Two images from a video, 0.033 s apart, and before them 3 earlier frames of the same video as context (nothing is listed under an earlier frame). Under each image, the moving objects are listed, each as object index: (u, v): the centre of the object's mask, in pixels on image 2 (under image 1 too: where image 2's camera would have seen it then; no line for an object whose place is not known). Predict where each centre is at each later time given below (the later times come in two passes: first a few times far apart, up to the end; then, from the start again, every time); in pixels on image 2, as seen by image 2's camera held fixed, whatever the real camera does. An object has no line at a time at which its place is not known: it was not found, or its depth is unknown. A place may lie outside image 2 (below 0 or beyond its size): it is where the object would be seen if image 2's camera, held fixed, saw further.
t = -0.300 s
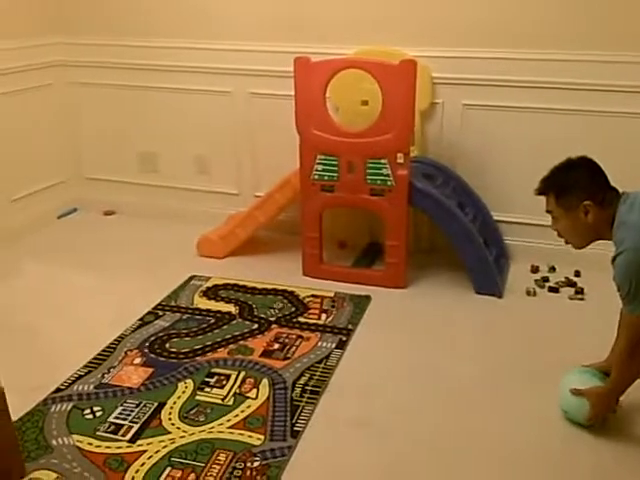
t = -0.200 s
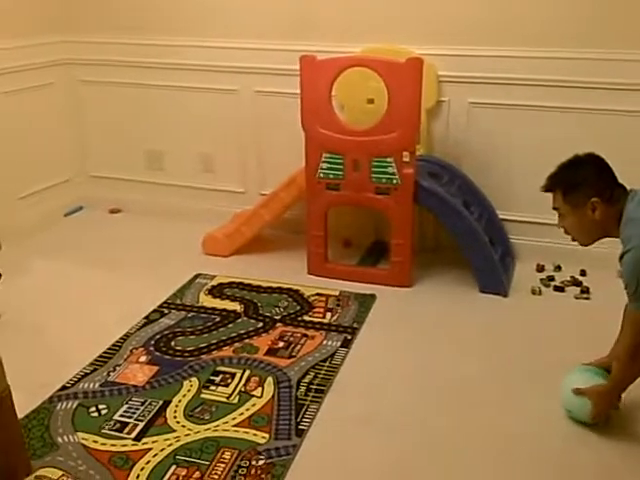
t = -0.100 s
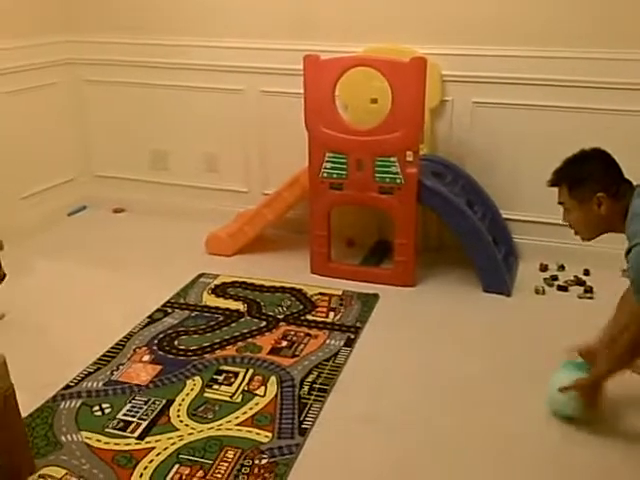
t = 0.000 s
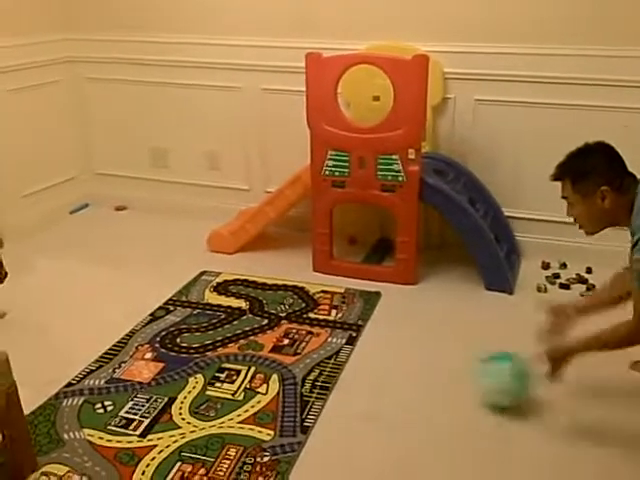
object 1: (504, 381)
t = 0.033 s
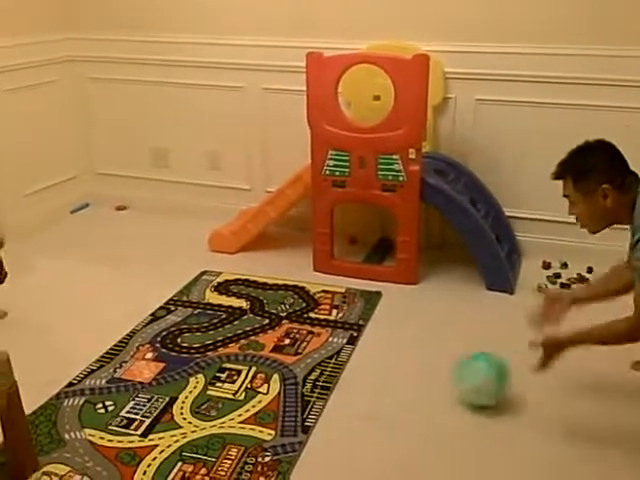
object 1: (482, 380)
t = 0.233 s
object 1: (373, 366)
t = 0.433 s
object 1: (280, 349)
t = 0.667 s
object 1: (188, 333)
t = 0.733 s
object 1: (165, 327)
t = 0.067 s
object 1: (464, 376)
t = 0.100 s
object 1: (445, 370)
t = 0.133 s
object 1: (429, 367)
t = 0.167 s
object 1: (410, 367)
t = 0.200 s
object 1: (391, 367)
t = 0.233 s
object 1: (373, 366)
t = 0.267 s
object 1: (356, 362)
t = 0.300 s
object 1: (339, 358)
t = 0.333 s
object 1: (324, 358)
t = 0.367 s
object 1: (309, 356)
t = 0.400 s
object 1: (294, 352)
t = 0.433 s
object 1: (280, 349)
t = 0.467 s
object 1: (265, 348)
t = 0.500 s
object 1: (251, 347)
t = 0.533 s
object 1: (238, 343)
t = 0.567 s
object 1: (224, 341)
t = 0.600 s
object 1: (211, 337)
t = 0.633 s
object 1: (198, 335)
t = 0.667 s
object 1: (188, 333)
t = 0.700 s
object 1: (175, 330)
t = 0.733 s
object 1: (165, 327)
